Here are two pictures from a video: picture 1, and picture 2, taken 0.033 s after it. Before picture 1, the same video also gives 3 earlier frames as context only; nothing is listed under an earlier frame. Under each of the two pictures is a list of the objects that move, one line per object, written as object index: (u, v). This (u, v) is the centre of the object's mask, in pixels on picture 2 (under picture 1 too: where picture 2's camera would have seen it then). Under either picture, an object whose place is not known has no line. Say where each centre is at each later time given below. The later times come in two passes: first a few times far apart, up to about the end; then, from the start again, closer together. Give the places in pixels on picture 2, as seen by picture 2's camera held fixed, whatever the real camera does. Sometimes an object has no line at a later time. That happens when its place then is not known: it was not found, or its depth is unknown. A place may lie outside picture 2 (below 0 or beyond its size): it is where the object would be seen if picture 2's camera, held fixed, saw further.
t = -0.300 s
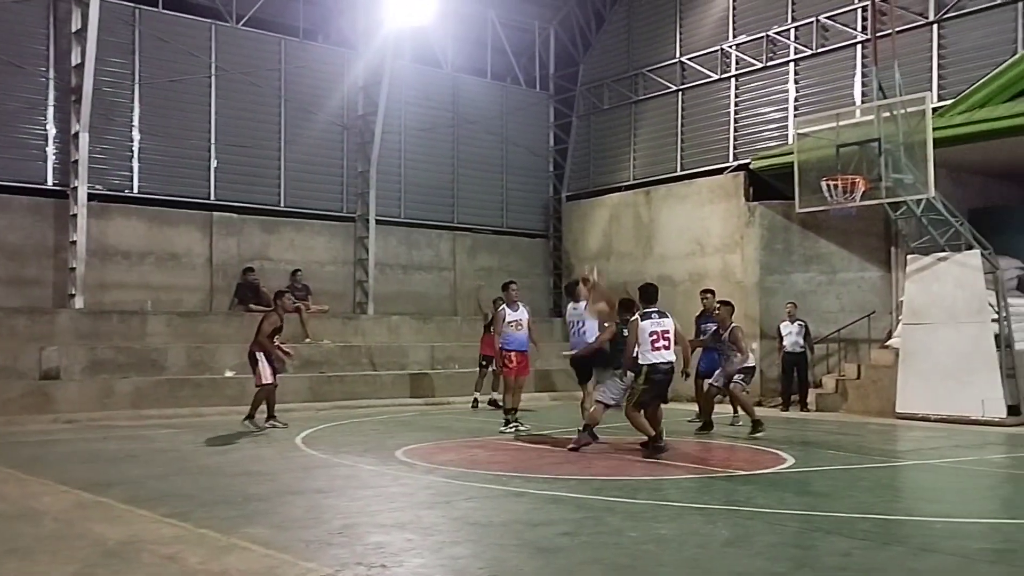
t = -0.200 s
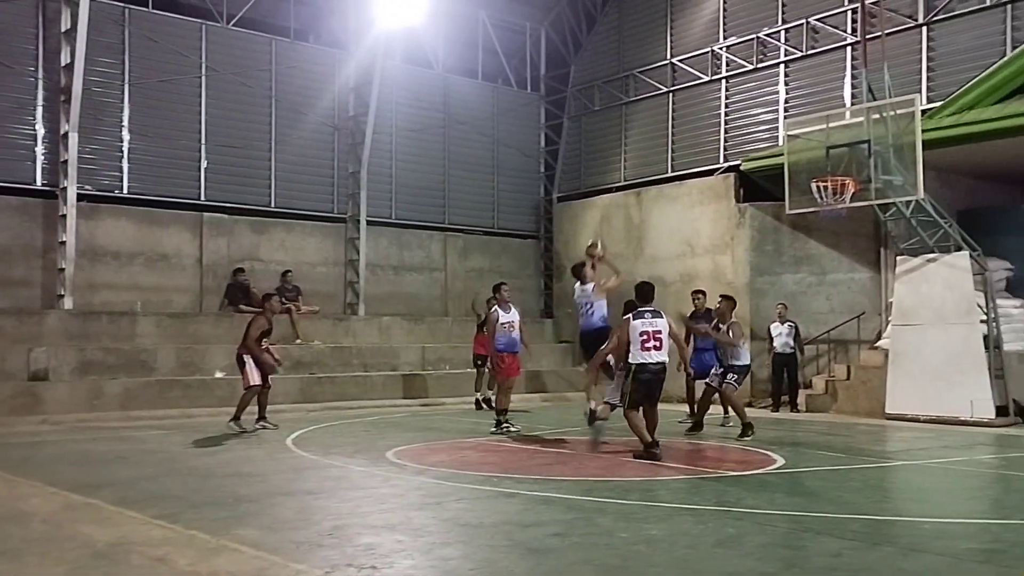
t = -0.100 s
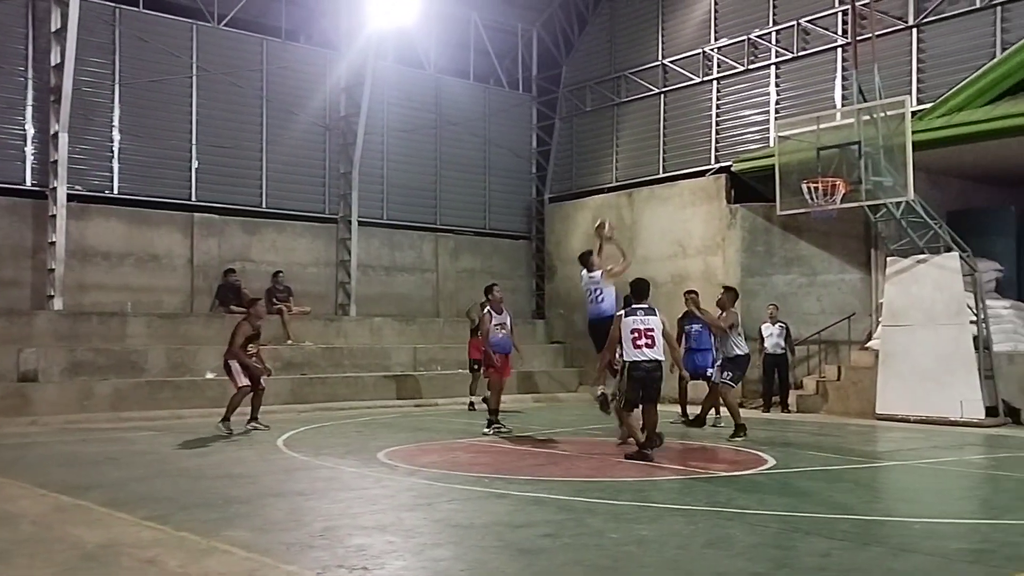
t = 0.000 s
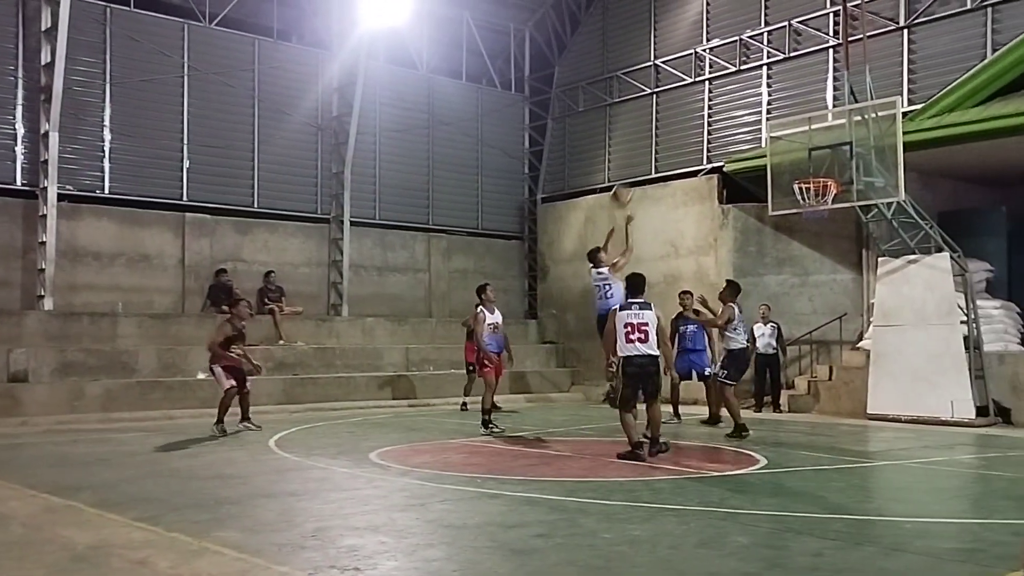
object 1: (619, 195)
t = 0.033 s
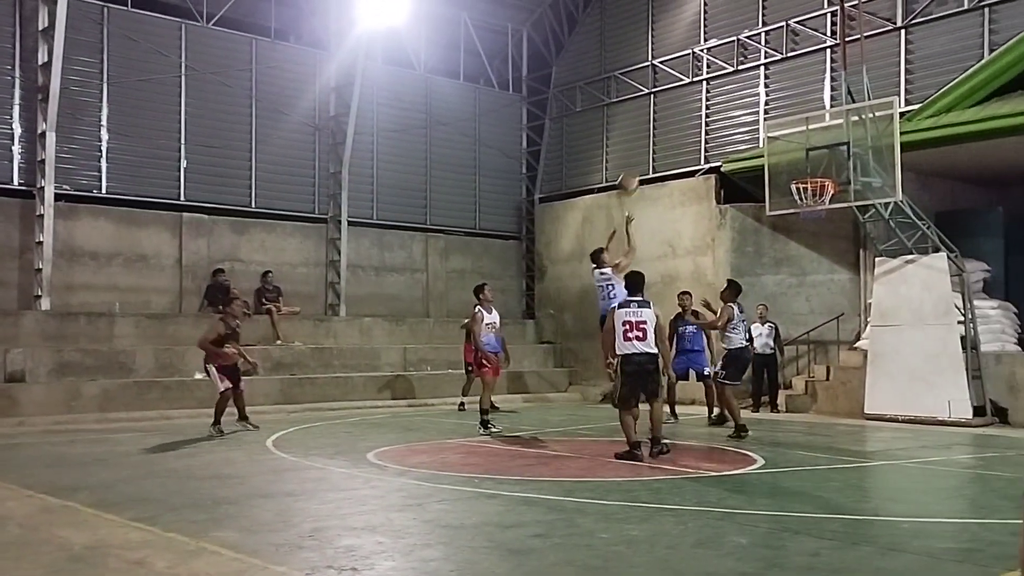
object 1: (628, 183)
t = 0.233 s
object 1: (679, 134)
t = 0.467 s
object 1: (737, 121)
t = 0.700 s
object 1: (792, 151)
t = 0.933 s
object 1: (797, 201)
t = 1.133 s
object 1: (781, 220)
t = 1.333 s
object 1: (768, 267)
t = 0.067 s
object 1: (636, 173)
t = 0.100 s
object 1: (645, 163)
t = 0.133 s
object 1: (654, 154)
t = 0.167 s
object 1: (662, 147)
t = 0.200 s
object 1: (670, 140)
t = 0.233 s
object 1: (679, 134)
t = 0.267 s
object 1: (687, 130)
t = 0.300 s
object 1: (695, 126)
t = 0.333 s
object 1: (703, 124)
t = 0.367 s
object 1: (712, 122)
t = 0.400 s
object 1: (718, 120)
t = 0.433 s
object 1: (729, 121)
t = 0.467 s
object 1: (737, 121)
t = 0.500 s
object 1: (747, 123)
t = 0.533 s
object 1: (751, 126)
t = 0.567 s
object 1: (759, 128)
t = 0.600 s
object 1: (768, 134)
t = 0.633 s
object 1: (773, 138)
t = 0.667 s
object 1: (782, 144)
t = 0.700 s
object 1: (792, 151)
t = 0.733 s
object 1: (800, 158)
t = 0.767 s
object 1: (807, 167)
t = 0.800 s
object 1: (813, 172)
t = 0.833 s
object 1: (822, 177)
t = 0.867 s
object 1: (811, 191)
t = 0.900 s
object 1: (804, 197)
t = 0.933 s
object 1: (797, 201)
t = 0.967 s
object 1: (793, 209)
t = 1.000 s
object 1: (792, 208)
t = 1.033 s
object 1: (789, 208)
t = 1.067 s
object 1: (787, 210)
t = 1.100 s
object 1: (786, 214)
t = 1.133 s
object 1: (781, 220)
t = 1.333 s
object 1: (768, 267)
